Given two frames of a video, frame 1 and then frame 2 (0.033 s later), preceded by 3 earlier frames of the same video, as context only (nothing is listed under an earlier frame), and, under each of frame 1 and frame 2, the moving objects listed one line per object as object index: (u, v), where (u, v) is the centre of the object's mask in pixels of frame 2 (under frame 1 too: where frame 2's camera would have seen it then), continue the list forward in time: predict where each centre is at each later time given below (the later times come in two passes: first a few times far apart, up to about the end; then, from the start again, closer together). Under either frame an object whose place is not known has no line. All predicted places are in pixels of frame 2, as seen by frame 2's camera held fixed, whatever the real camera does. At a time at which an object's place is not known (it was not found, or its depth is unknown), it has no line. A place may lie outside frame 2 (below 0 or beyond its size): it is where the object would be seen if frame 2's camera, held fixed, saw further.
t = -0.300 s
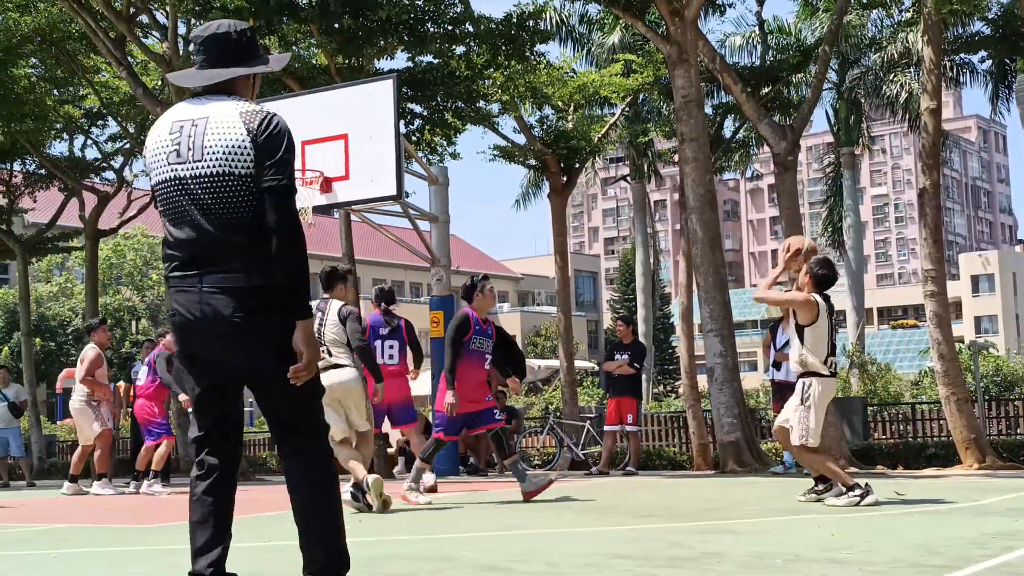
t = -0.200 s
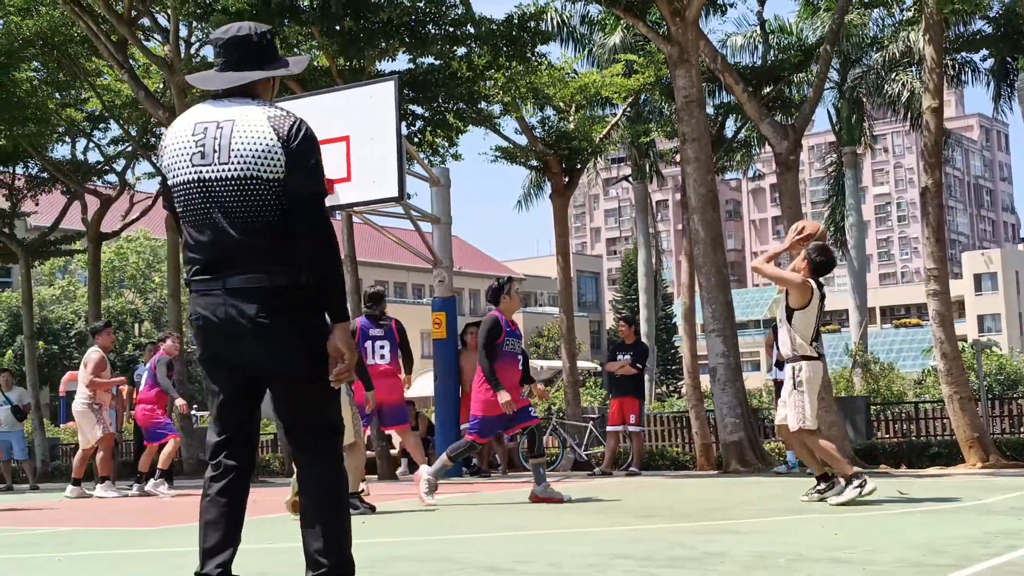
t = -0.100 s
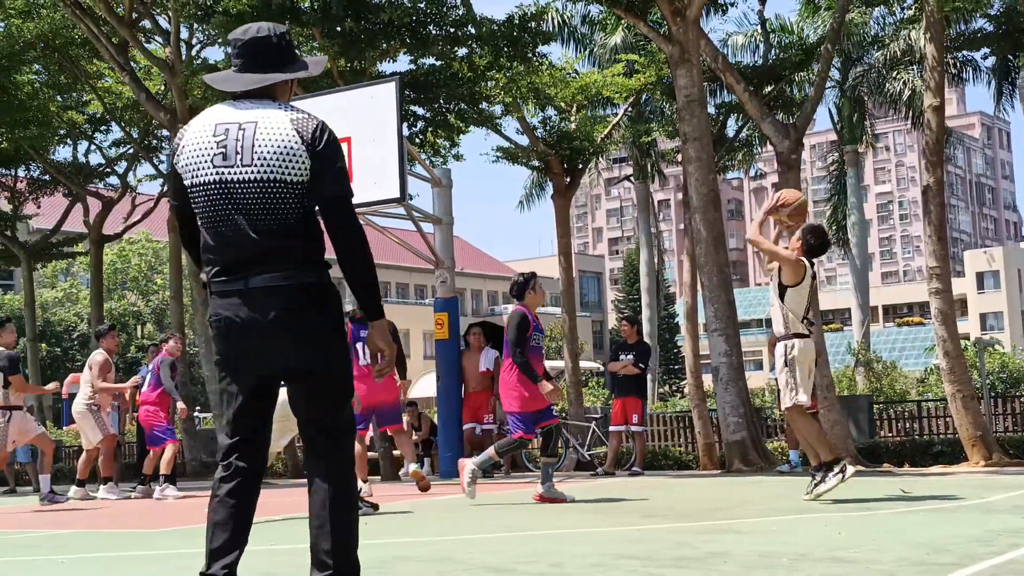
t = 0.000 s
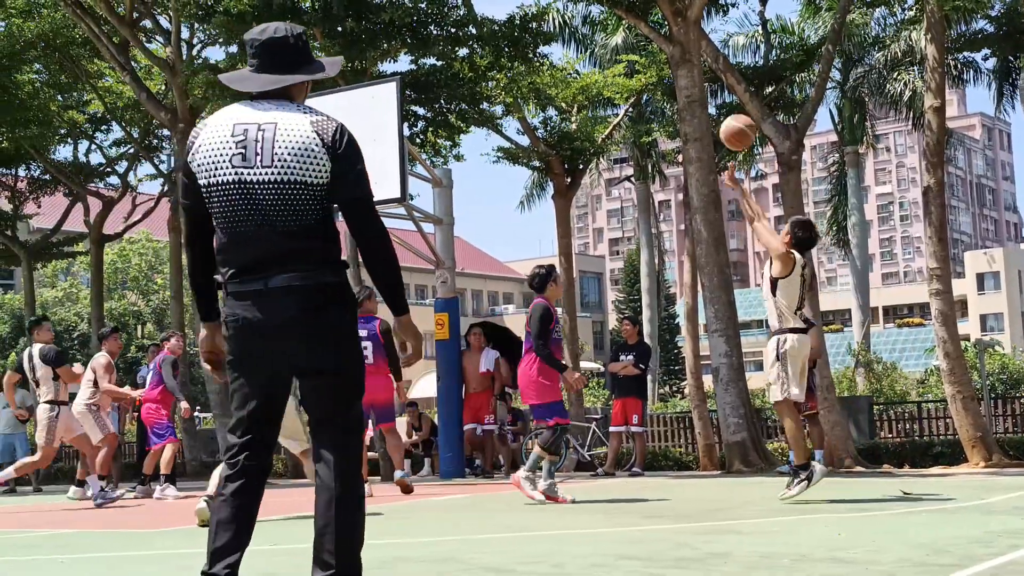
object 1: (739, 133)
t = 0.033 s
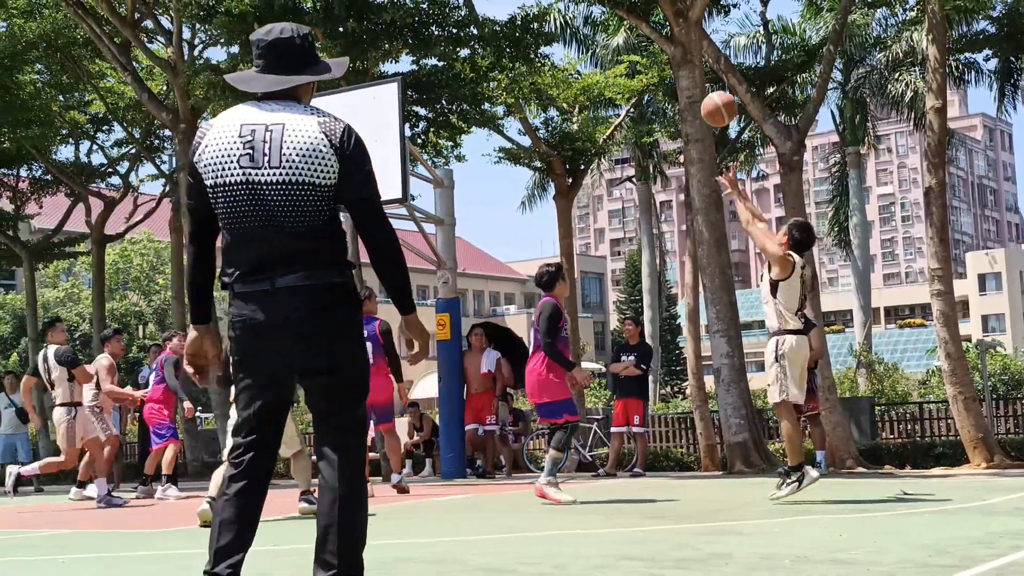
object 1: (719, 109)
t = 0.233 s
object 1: (611, 9)
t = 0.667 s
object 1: (435, -7)
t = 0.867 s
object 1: (373, 37)
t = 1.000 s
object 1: (336, 92)
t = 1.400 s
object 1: (304, 58)
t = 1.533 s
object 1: (306, 26)
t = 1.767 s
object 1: (312, 7)
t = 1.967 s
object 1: (320, 36)
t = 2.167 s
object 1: (330, 112)
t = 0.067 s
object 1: (699, 87)
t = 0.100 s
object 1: (680, 67)
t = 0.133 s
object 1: (662, 49)
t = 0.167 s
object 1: (645, 33)
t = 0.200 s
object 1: (628, 18)
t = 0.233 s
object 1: (611, 9)
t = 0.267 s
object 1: (596, 4)
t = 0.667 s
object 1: (435, -7)
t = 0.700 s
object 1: (425, -4)
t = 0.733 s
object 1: (414, -1)
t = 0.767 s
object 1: (404, 4)
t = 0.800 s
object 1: (393, 14)
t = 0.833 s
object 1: (382, 25)
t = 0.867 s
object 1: (373, 37)
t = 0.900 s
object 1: (363, 49)
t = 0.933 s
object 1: (353, 64)
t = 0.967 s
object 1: (344, 78)
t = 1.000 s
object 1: (336, 92)
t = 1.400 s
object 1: (304, 58)
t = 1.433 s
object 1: (303, 51)
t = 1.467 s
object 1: (304, 40)
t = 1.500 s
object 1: (305, 32)
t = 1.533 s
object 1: (306, 26)
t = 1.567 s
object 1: (307, 19)
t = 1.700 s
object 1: (310, 6)
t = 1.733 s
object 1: (311, 6)
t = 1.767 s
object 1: (312, 7)
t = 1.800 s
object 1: (313, 9)
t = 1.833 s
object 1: (314, 11)
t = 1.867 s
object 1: (315, 16)
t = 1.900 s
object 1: (317, 22)
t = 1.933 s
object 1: (318, 29)
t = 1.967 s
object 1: (320, 36)
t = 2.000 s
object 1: (322, 46)
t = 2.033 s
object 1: (323, 56)
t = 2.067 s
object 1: (325, 68)
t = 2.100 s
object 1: (326, 81)
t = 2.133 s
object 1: (327, 96)
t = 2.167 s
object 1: (330, 112)
